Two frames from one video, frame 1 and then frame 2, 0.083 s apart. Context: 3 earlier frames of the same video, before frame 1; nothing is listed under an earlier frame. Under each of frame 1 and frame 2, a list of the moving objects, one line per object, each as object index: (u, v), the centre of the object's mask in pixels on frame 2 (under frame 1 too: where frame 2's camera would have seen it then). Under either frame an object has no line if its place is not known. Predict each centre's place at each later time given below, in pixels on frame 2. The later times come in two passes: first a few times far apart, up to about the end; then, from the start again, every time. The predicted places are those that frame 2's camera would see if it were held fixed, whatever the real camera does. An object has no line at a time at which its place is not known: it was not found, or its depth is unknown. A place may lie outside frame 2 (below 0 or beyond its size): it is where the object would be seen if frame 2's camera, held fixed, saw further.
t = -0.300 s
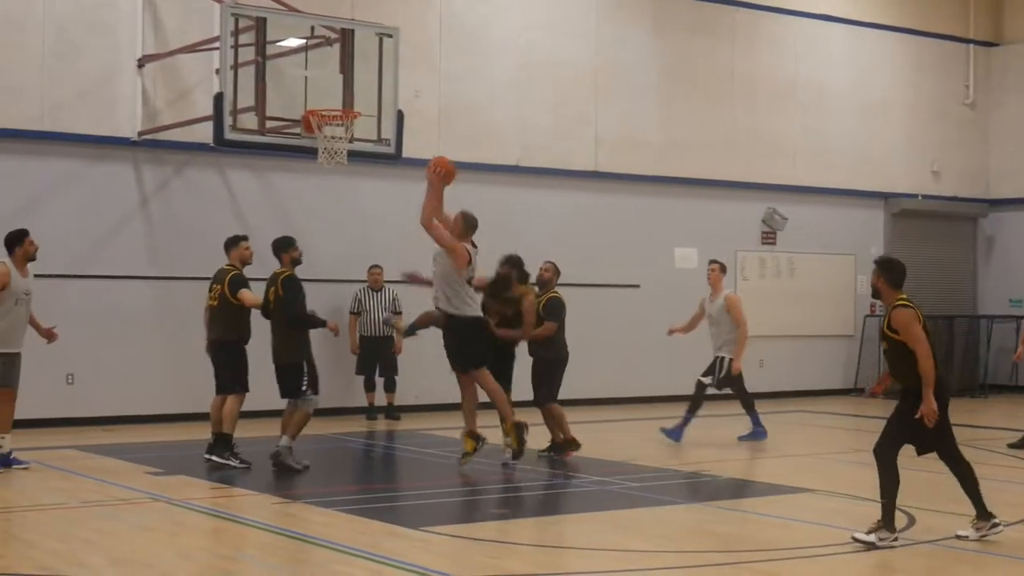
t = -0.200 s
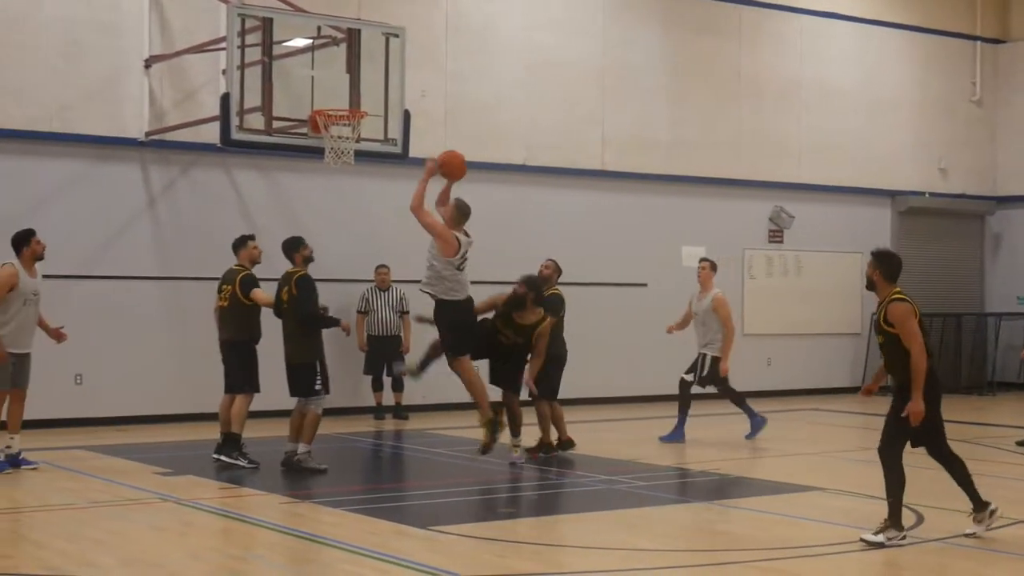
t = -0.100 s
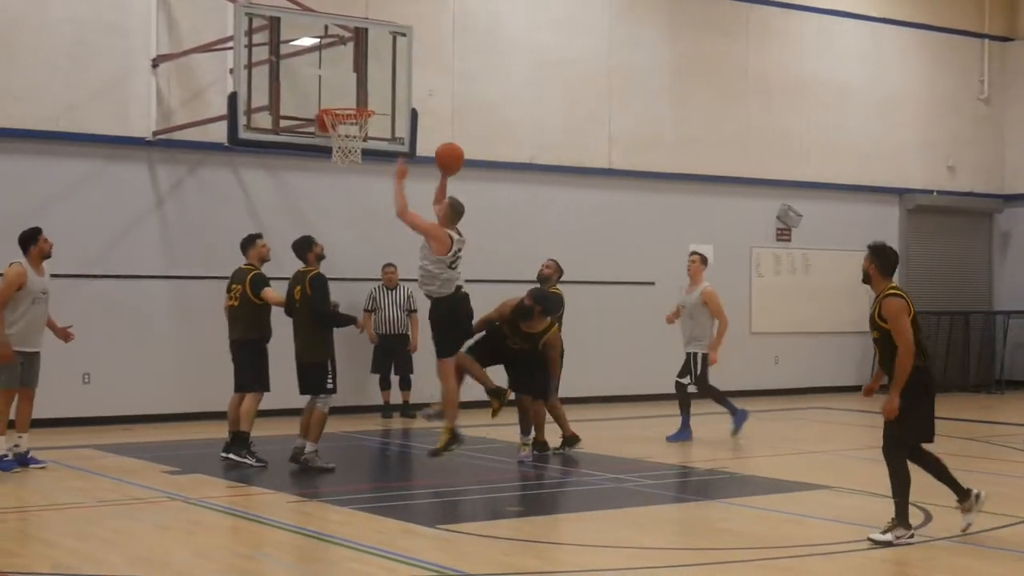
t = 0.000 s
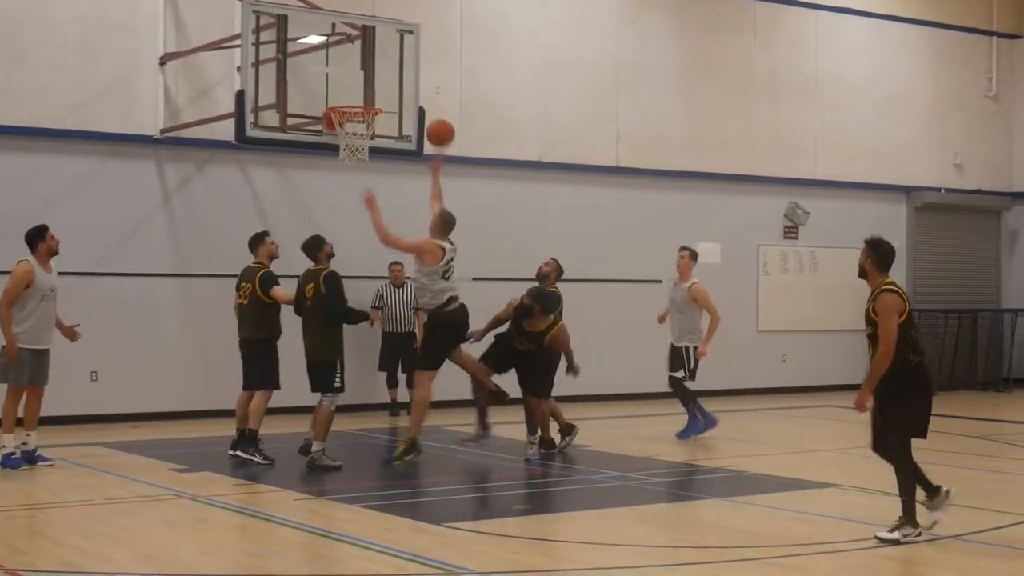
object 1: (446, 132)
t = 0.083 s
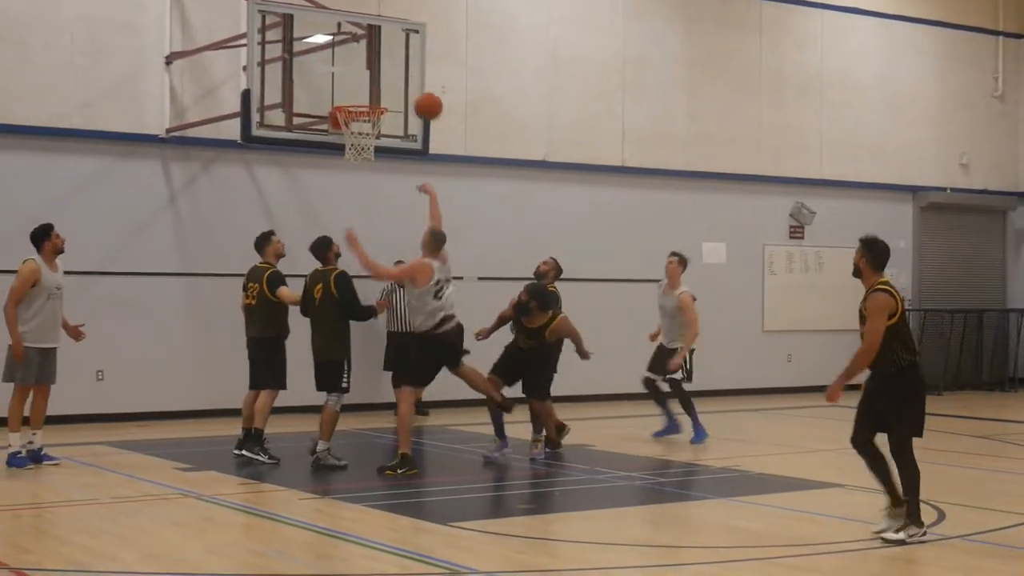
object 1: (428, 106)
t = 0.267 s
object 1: (392, 79)
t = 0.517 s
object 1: (349, 94)
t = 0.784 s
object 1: (356, 83)
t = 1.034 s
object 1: (365, 137)
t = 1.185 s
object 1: (363, 165)
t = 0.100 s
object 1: (424, 102)
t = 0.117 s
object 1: (421, 98)
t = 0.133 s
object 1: (418, 95)
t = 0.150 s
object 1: (414, 92)
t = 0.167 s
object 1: (411, 89)
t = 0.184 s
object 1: (408, 87)
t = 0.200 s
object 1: (404, 85)
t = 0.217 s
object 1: (401, 83)
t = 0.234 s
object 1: (398, 81)
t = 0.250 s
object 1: (395, 80)
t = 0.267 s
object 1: (392, 79)
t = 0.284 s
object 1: (388, 79)
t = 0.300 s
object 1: (386, 78)
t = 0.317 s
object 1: (384, 78)
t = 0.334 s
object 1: (379, 79)
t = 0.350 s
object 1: (376, 80)
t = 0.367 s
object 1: (373, 80)
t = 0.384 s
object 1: (370, 81)
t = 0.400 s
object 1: (367, 83)
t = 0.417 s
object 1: (364, 85)
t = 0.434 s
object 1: (361, 87)
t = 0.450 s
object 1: (358, 89)
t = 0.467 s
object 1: (355, 92)
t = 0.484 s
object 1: (352, 94)
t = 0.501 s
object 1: (350, 95)
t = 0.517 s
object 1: (349, 94)
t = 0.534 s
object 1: (348, 92)
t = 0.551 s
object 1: (348, 90)
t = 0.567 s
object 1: (348, 88)
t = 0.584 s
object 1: (349, 85)
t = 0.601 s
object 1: (350, 84)
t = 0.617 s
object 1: (350, 82)
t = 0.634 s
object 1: (351, 81)
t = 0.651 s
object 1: (351, 80)
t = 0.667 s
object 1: (352, 80)
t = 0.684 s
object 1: (353, 79)
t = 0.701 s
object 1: (353, 79)
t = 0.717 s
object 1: (354, 79)
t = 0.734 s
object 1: (355, 80)
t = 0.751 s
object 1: (355, 81)
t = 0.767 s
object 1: (356, 82)
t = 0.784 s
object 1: (356, 83)
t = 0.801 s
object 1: (357, 85)
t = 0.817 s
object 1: (357, 87)
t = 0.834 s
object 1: (358, 90)
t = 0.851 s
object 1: (359, 92)
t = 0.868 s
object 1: (360, 95)
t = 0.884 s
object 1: (360, 97)
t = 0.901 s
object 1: (361, 99)
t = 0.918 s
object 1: (362, 101)
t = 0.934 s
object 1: (365, 103)
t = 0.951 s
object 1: (363, 114)
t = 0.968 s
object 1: (362, 120)
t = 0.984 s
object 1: (363, 124)
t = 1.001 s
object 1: (365, 130)
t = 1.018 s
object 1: (365, 133)
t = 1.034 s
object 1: (365, 137)
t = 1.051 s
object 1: (365, 138)
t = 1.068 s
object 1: (367, 140)
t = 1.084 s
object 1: (366, 152)
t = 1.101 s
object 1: (366, 154)
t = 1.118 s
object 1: (365, 155)
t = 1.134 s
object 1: (365, 157)
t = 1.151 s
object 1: (364, 158)
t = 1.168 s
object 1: (364, 161)
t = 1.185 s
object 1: (363, 165)
